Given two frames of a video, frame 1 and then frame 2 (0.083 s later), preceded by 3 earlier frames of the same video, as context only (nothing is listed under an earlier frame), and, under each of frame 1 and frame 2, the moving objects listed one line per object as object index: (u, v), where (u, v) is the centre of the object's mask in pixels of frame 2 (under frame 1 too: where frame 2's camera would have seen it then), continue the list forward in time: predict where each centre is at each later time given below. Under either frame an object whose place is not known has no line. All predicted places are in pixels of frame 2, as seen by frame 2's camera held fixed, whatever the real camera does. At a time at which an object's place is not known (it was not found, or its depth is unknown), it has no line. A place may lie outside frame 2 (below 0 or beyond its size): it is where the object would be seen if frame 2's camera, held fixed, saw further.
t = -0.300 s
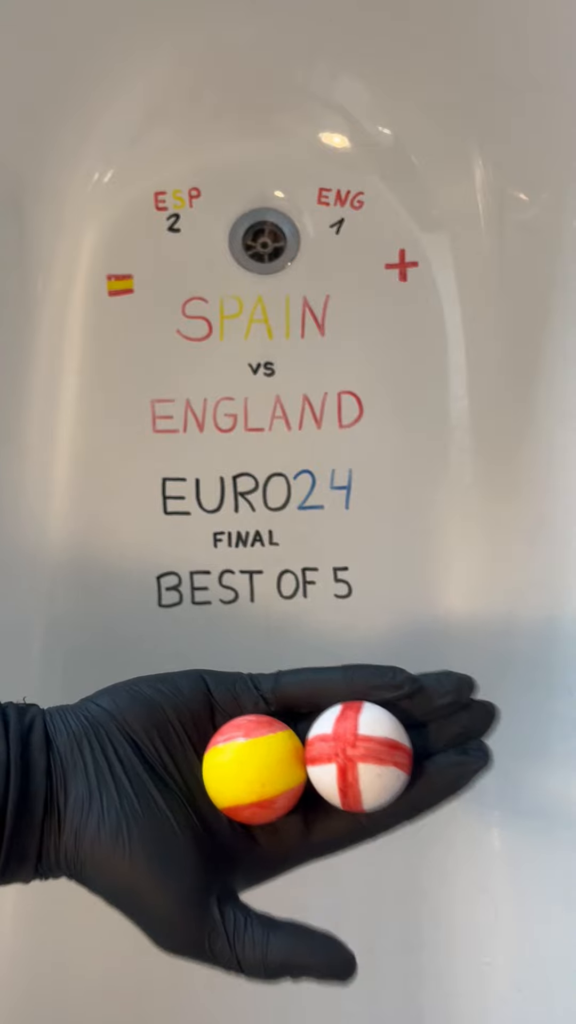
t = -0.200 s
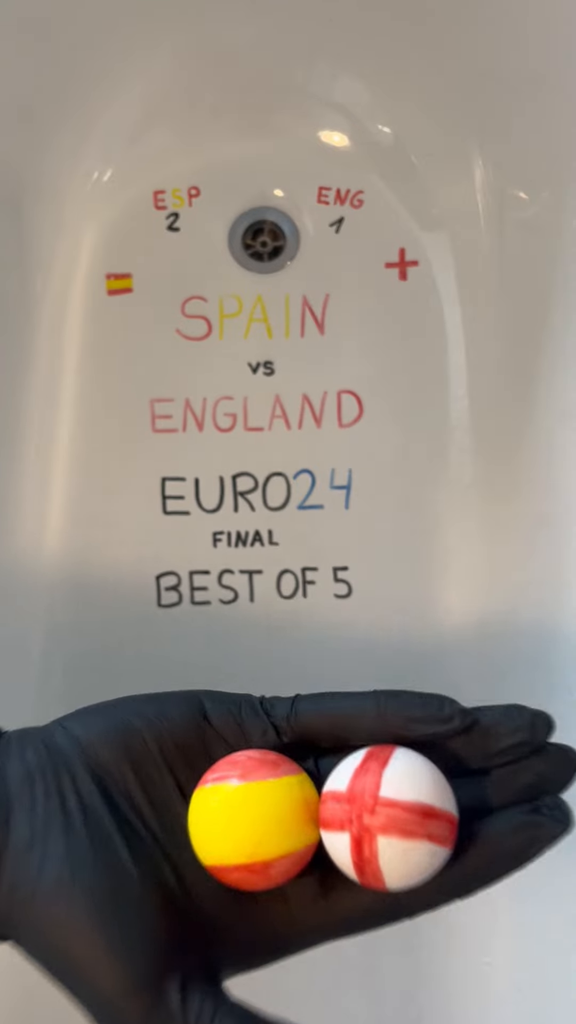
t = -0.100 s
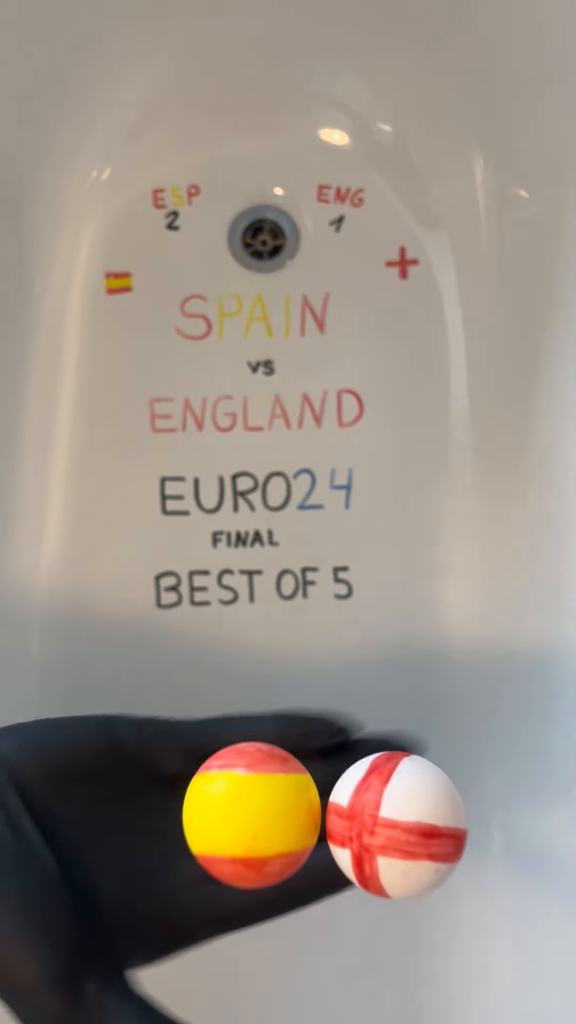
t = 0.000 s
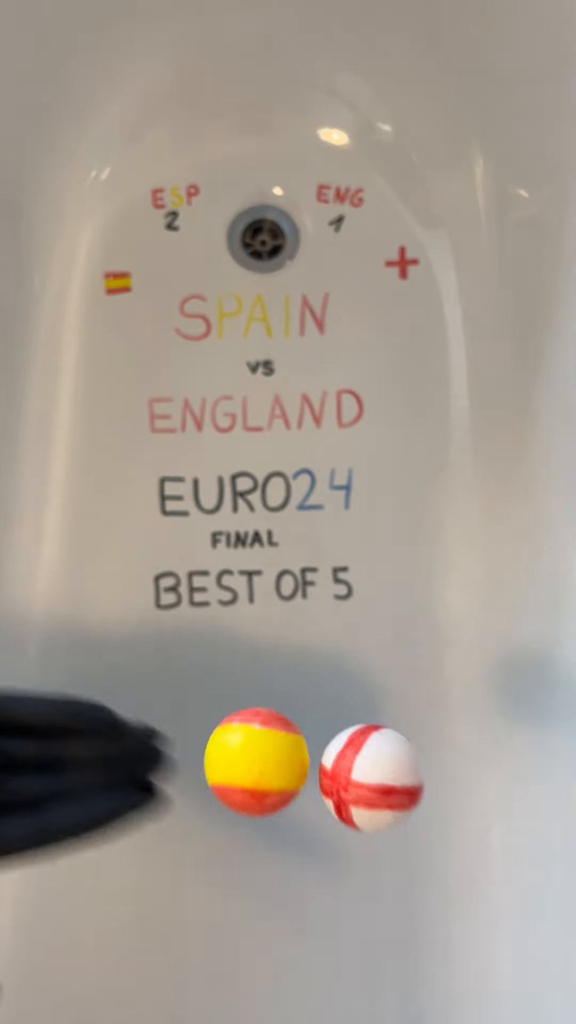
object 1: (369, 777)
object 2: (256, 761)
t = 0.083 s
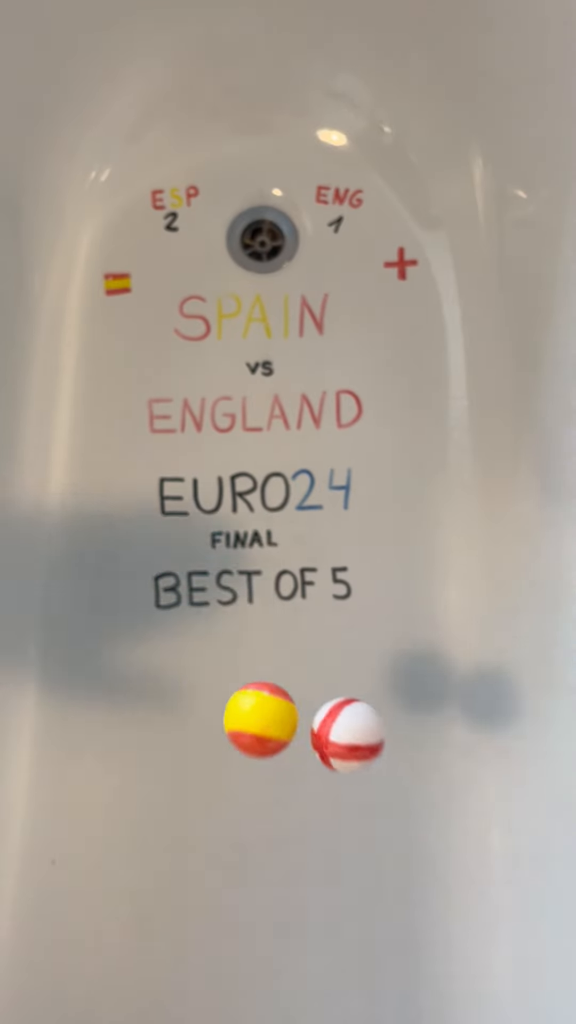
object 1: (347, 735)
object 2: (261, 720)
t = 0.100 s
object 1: (344, 727)
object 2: (262, 713)
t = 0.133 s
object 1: (338, 714)
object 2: (264, 701)
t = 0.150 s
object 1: (335, 708)
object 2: (265, 696)
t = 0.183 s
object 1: (331, 700)
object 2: (266, 688)
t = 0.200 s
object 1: (330, 695)
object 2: (266, 684)
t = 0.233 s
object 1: (322, 700)
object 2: (263, 682)
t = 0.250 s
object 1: (317, 703)
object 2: (262, 681)
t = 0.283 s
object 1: (306, 710)
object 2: (257, 679)
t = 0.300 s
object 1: (303, 715)
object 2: (251, 676)
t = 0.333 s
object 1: (297, 727)
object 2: (238, 667)
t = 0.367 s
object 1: (289, 740)
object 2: (223, 656)
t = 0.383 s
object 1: (284, 746)
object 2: (216, 649)
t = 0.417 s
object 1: (273, 757)
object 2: (201, 634)
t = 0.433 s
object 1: (267, 761)
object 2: (194, 626)
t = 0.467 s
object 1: (255, 768)
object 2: (181, 608)
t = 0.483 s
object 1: (249, 770)
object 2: (175, 600)
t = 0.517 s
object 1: (239, 772)
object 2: (167, 584)
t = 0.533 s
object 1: (235, 772)
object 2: (164, 576)
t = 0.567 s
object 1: (227, 768)
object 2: (161, 564)
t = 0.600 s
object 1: (223, 762)
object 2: (160, 554)
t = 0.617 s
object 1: (221, 758)
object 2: (161, 550)
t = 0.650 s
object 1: (218, 748)
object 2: (164, 544)
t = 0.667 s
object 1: (218, 743)
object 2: (167, 542)
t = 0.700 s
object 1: (220, 735)
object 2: (173, 540)
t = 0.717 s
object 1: (221, 729)
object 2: (176, 540)
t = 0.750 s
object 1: (224, 720)
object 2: (183, 541)
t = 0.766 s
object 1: (225, 716)
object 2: (187, 542)
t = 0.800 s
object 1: (224, 715)
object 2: (189, 537)
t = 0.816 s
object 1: (221, 720)
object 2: (188, 527)
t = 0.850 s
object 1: (213, 728)
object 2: (186, 507)
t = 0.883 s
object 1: (206, 739)
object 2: (184, 486)
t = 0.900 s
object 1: (202, 744)
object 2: (184, 474)
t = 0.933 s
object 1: (195, 752)
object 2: (186, 451)
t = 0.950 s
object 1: (192, 756)
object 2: (188, 439)
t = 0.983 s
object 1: (188, 763)
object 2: (194, 417)
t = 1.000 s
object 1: (186, 766)
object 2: (198, 408)
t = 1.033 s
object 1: (184, 769)
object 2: (207, 393)
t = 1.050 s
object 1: (184, 769)
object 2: (212, 387)
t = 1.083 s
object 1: (186, 768)
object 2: (223, 378)
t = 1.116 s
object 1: (190, 763)
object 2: (234, 376)
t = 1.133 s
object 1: (192, 760)
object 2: (240, 376)
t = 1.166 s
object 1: (198, 753)
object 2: (252, 380)
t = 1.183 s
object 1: (201, 749)
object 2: (257, 384)
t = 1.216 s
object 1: (208, 740)
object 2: (267, 393)
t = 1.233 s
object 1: (211, 735)
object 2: (271, 399)
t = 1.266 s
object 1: (219, 726)
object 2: (280, 411)
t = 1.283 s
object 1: (224, 721)
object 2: (283, 417)
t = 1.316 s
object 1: (227, 719)
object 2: (287, 410)
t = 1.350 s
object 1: (224, 725)
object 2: (289, 383)
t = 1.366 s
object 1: (223, 727)
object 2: (290, 369)
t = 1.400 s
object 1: (222, 732)
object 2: (292, 342)
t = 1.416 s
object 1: (222, 734)
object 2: (294, 328)
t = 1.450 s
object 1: (224, 737)
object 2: (296, 304)
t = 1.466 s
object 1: (225, 738)
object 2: (297, 293)
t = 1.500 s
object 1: (228, 738)
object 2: (299, 275)
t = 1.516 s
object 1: (231, 737)
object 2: (300, 269)
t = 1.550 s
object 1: (236, 733)
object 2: (303, 259)
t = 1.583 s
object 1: (242, 728)
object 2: (304, 257)
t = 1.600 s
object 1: (245, 725)
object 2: (306, 258)
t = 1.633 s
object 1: (251, 719)
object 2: (307, 265)
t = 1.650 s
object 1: (255, 715)
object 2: (307, 271)
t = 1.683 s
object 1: (260, 707)
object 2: (308, 285)
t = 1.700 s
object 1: (263, 703)
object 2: (308, 293)
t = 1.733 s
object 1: (269, 696)
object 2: (309, 312)
